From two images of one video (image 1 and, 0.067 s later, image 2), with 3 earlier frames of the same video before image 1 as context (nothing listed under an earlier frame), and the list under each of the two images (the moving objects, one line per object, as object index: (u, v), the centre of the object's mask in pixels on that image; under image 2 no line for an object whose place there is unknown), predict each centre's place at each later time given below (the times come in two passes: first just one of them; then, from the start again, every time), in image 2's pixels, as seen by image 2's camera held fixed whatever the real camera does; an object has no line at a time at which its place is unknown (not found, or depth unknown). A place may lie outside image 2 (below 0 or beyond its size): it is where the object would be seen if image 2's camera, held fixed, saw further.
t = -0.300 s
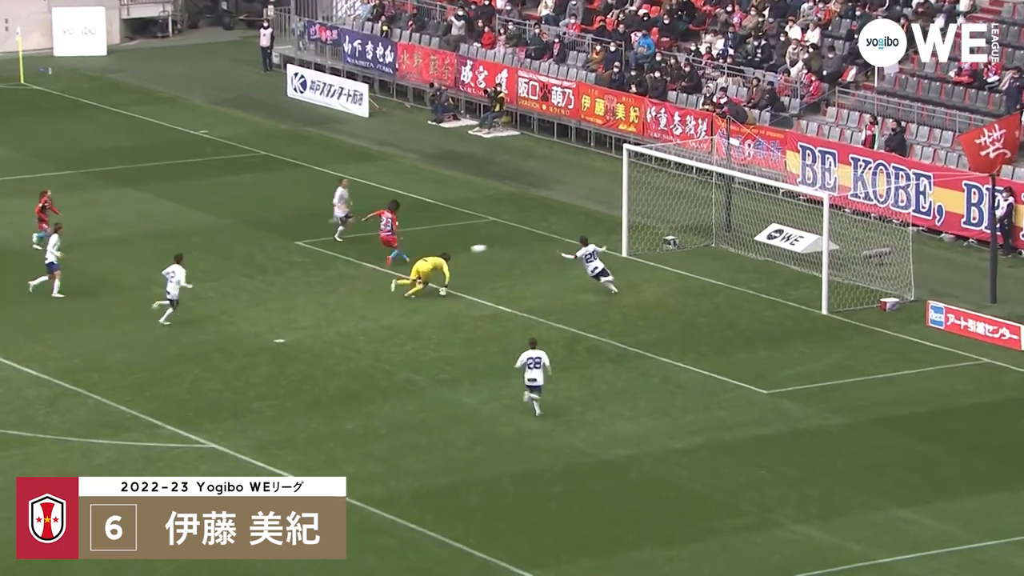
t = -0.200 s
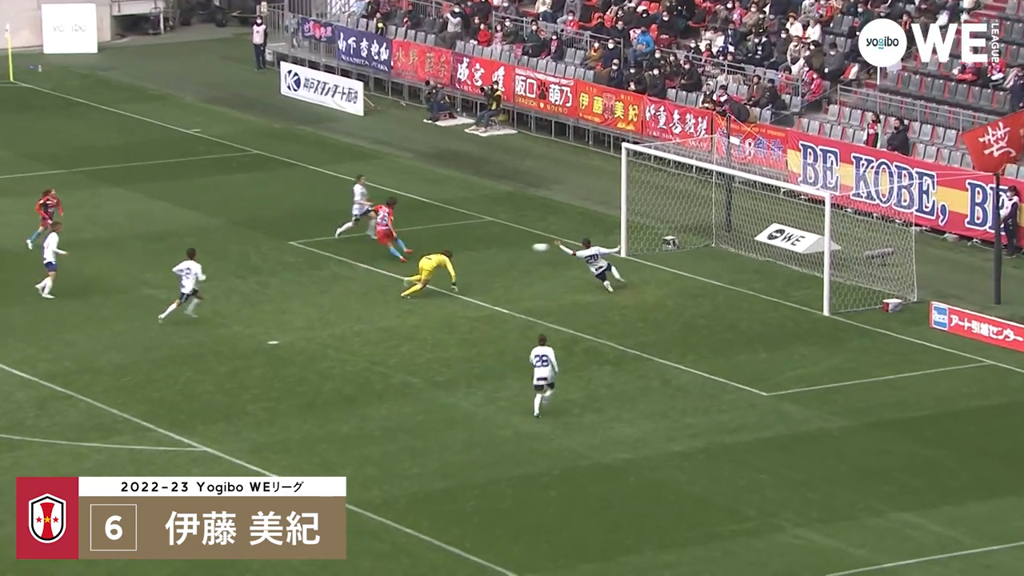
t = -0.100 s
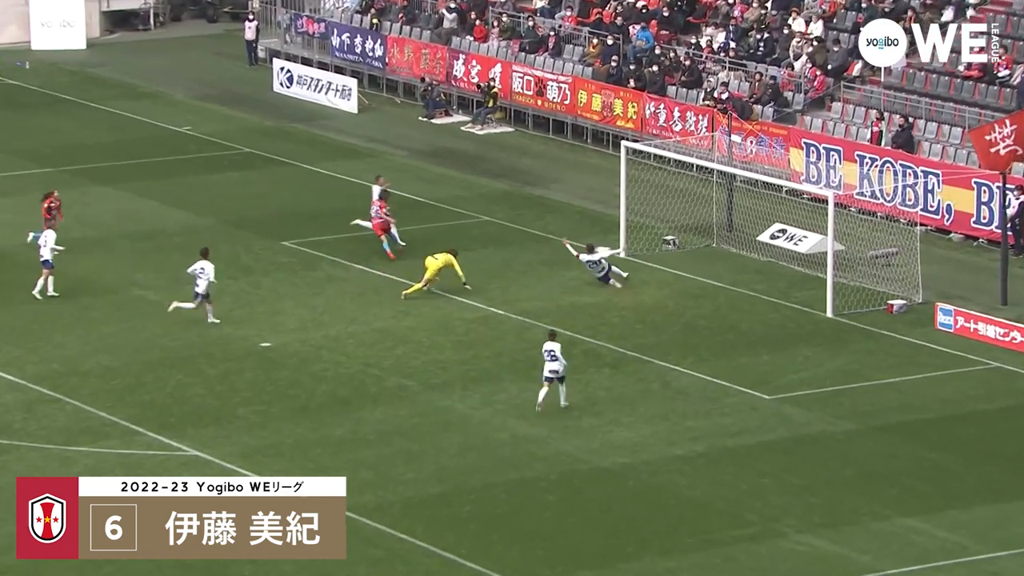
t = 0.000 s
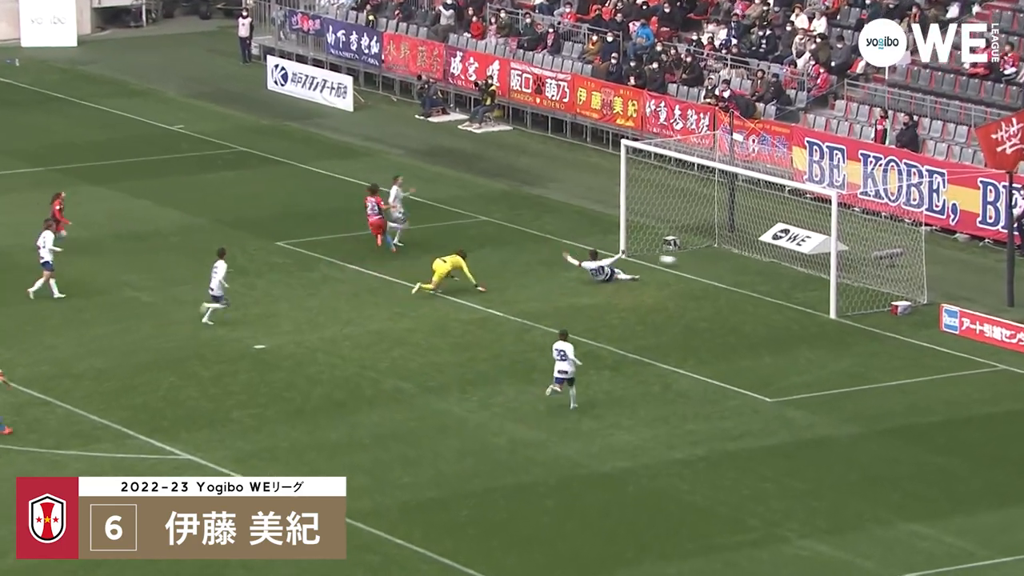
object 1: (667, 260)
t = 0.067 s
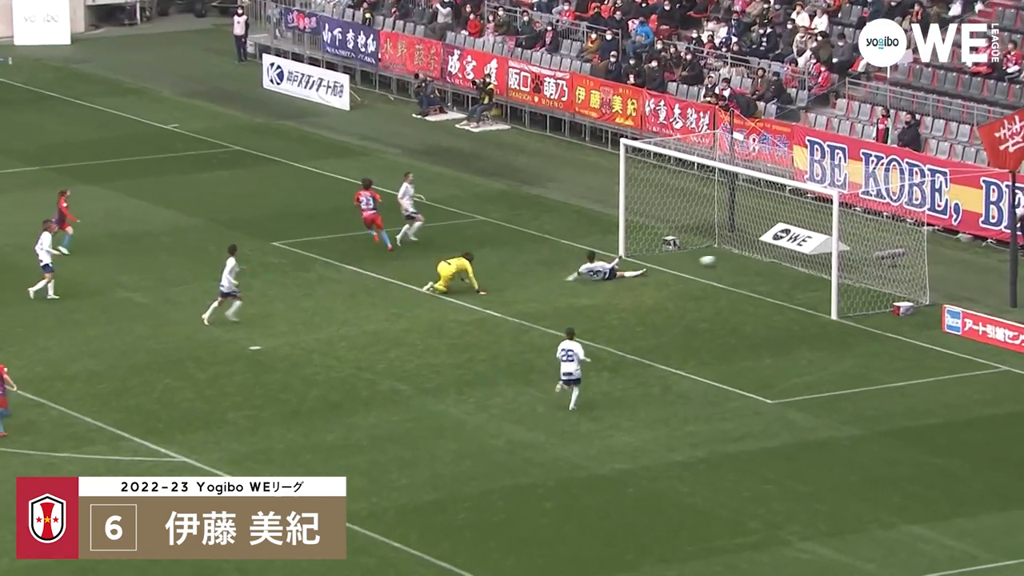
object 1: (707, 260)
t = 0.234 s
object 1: (799, 256)
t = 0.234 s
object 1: (799, 256)
